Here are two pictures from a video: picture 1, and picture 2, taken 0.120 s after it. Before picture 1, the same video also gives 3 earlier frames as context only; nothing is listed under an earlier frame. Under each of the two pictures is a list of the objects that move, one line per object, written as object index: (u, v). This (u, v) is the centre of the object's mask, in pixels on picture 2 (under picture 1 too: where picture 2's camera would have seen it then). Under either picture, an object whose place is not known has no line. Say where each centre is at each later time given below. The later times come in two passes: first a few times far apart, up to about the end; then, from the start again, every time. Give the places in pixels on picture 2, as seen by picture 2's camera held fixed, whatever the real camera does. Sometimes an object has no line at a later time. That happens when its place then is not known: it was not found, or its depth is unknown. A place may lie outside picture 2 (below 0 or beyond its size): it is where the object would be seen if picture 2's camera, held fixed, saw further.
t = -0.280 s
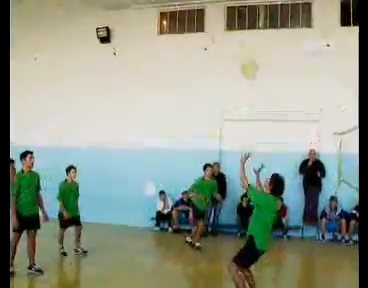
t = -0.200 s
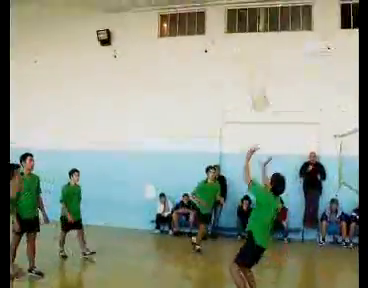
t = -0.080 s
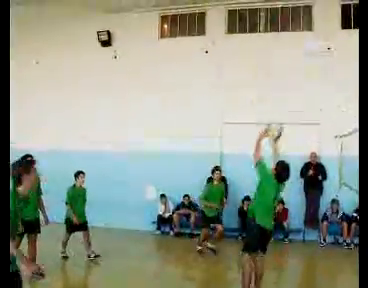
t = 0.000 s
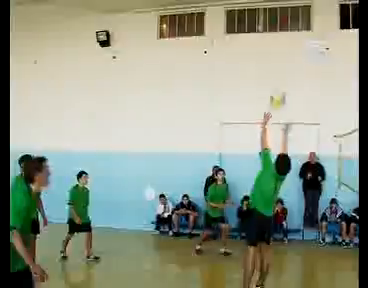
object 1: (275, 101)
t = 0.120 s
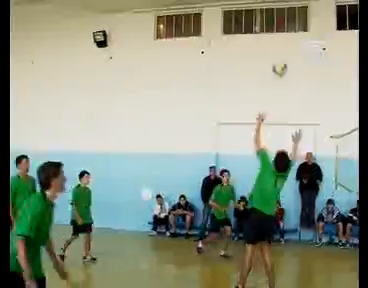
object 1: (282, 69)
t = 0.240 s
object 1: (288, 50)
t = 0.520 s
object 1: (294, 47)
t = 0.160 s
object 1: (283, 61)
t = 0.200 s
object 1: (285, 53)
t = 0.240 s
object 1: (288, 50)
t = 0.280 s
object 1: (289, 46)
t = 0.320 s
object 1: (290, 44)
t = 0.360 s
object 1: (291, 42)
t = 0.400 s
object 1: (291, 42)
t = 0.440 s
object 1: (293, 43)
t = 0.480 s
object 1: (294, 44)
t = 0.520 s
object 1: (294, 47)
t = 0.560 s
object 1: (295, 51)
